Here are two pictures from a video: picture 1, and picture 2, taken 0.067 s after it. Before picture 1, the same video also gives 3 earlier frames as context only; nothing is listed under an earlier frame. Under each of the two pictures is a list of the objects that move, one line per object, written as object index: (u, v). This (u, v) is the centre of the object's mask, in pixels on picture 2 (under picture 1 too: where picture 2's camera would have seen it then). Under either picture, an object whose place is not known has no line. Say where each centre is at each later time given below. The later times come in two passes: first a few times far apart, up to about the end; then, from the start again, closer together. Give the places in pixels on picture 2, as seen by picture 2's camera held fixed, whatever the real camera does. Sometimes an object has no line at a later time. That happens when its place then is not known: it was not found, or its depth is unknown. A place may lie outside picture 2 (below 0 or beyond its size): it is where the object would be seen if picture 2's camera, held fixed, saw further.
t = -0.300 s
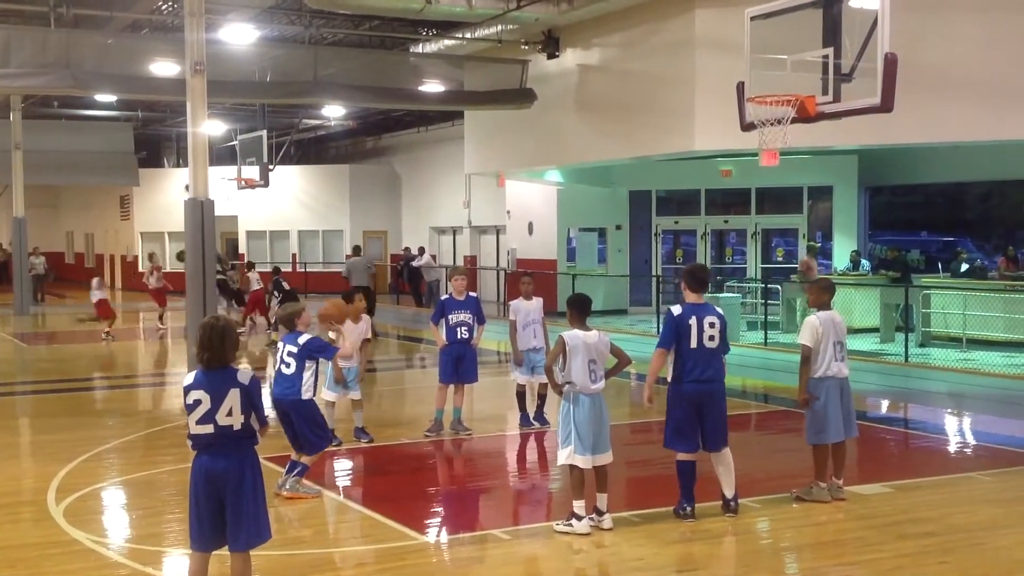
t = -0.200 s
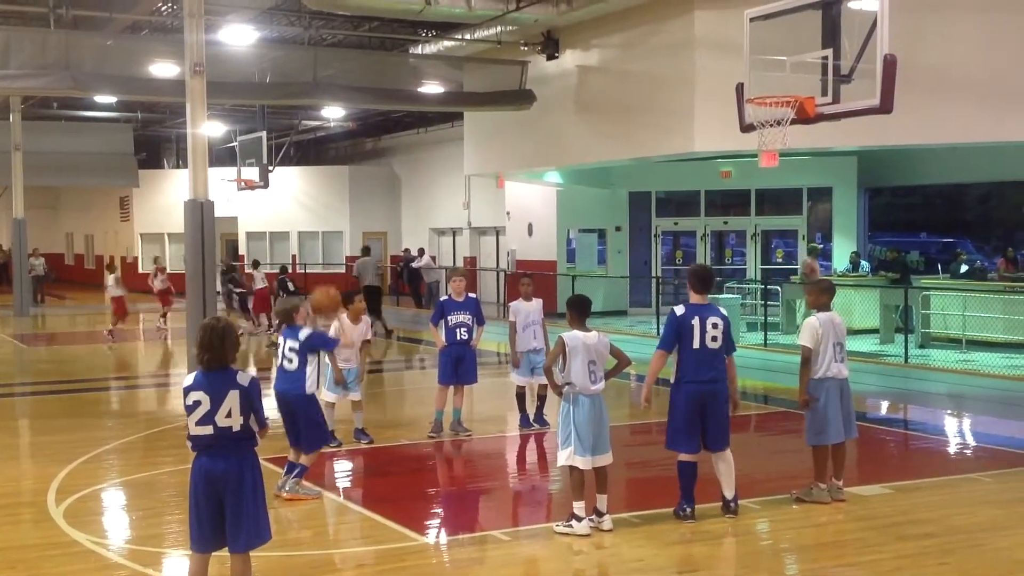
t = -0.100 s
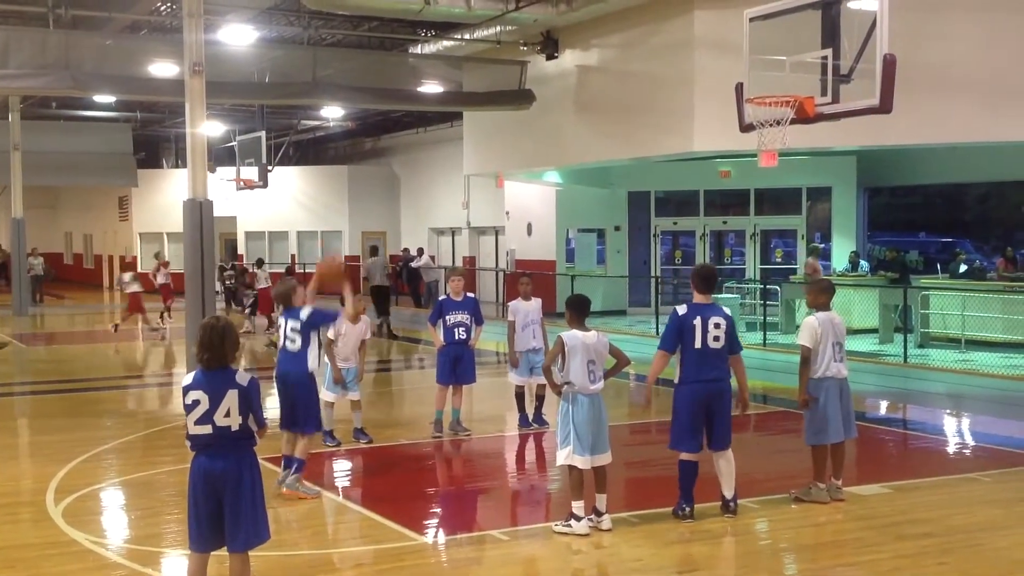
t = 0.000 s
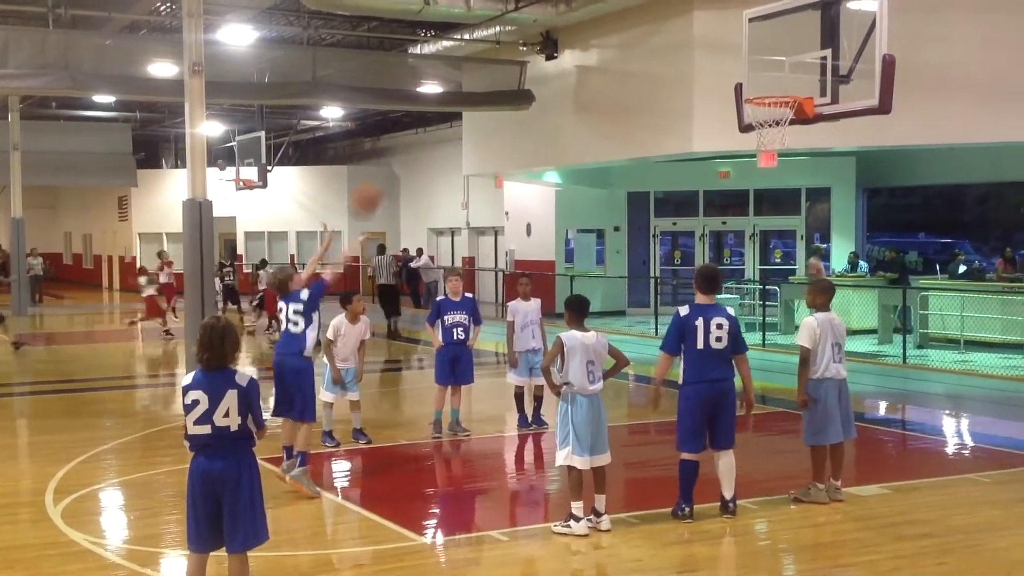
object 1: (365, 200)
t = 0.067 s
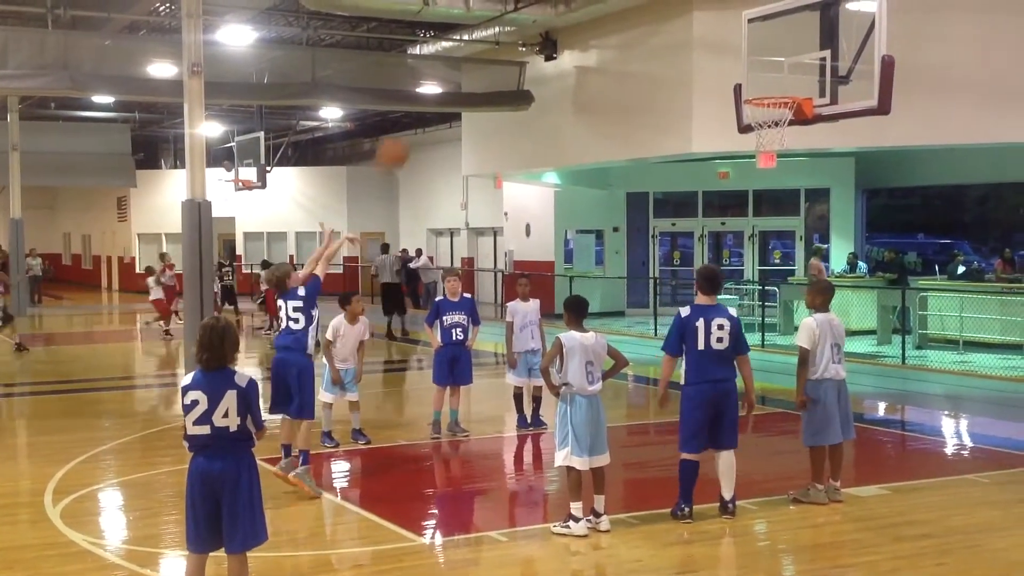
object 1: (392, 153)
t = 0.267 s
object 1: (482, 50)
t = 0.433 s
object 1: (550, 7)
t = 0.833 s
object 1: (700, 36)
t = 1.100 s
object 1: (764, 77)
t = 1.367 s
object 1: (786, 73)
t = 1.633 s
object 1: (788, 82)
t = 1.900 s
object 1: (763, 102)
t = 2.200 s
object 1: (792, 140)
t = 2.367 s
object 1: (792, 178)
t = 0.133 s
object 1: (421, 113)
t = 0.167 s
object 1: (438, 95)
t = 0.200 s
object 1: (454, 76)
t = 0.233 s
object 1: (466, 64)
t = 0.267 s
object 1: (482, 50)
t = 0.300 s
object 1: (494, 39)
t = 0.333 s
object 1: (510, 30)
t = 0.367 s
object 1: (523, 19)
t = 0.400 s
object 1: (536, 10)
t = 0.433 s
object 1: (550, 7)
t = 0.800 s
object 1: (688, 26)
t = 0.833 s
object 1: (700, 36)
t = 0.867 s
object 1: (711, 47)
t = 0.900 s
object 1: (723, 58)
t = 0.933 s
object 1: (734, 71)
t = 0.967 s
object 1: (746, 85)
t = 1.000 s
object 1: (750, 84)
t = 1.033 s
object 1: (755, 80)
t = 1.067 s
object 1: (759, 78)
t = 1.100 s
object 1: (764, 77)
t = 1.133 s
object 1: (768, 78)
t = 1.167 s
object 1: (772, 80)
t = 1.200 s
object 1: (777, 83)
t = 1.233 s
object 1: (782, 86)
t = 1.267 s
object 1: (785, 86)
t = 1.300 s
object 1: (785, 82)
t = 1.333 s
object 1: (785, 77)
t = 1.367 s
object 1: (786, 73)
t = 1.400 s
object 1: (786, 69)
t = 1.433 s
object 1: (786, 67)
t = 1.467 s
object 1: (787, 67)
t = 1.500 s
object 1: (787, 68)
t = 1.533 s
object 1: (787, 69)
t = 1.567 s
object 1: (788, 73)
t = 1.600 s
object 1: (788, 77)
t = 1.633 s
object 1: (788, 82)
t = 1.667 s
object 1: (788, 86)
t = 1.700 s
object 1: (783, 86)
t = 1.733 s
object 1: (778, 86)
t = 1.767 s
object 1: (774, 87)
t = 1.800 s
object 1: (769, 88)
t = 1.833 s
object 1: (764, 91)
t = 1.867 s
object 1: (761, 100)
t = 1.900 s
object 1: (763, 102)
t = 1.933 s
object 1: (767, 104)
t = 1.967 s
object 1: (771, 111)
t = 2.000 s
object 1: (777, 111)
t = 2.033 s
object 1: (783, 116)
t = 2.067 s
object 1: (787, 126)
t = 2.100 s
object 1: (788, 130)
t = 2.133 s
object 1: (790, 132)
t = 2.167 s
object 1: (791, 136)
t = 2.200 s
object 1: (792, 140)
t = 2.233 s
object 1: (792, 144)
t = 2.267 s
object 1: (791, 152)
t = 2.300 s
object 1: (791, 159)
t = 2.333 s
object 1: (792, 168)
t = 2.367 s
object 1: (792, 178)
